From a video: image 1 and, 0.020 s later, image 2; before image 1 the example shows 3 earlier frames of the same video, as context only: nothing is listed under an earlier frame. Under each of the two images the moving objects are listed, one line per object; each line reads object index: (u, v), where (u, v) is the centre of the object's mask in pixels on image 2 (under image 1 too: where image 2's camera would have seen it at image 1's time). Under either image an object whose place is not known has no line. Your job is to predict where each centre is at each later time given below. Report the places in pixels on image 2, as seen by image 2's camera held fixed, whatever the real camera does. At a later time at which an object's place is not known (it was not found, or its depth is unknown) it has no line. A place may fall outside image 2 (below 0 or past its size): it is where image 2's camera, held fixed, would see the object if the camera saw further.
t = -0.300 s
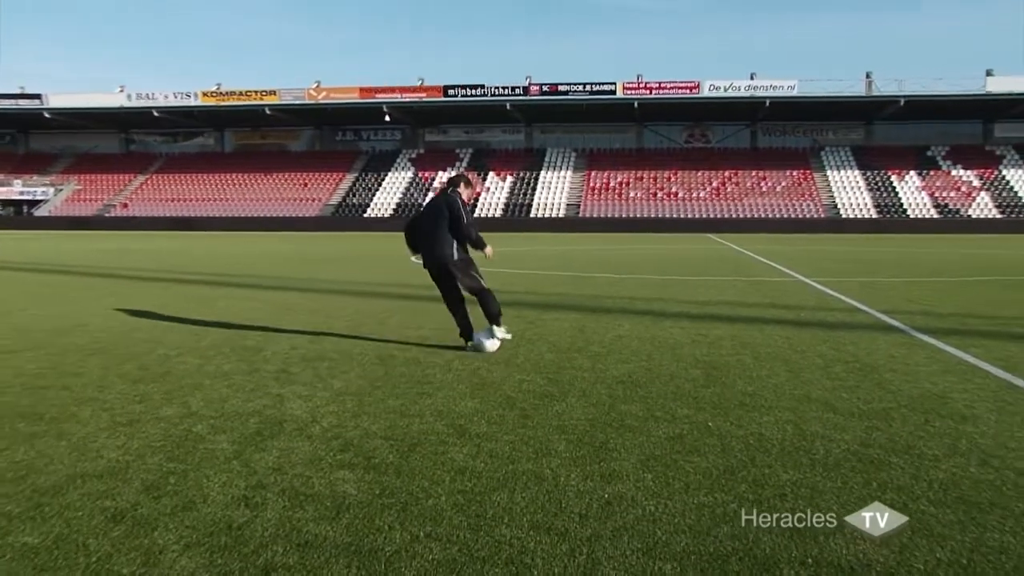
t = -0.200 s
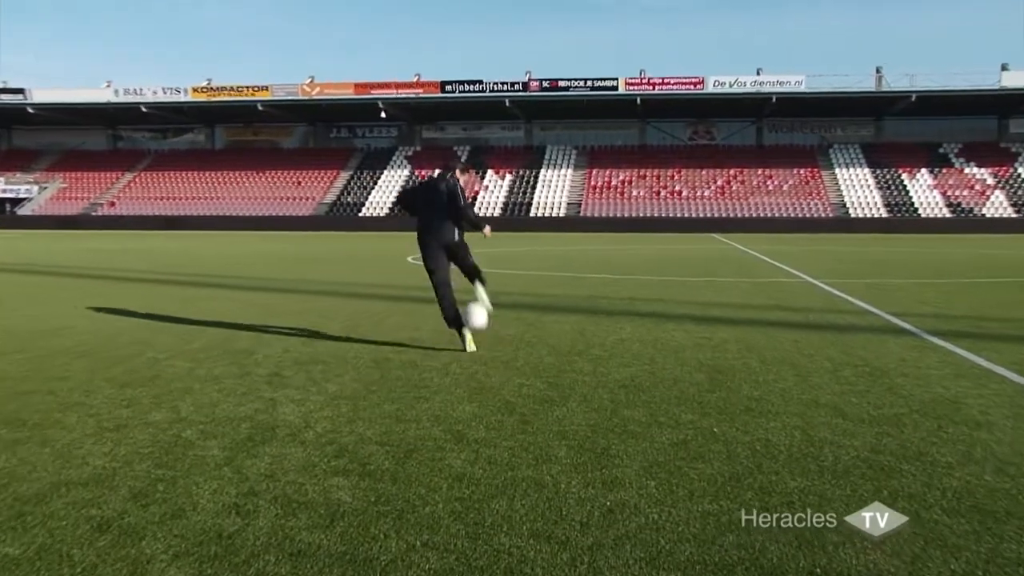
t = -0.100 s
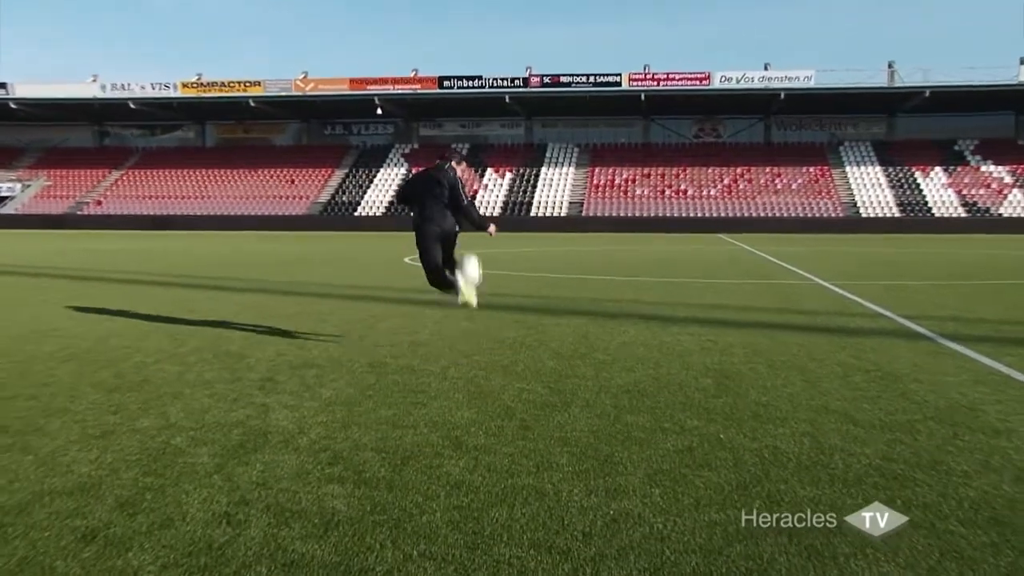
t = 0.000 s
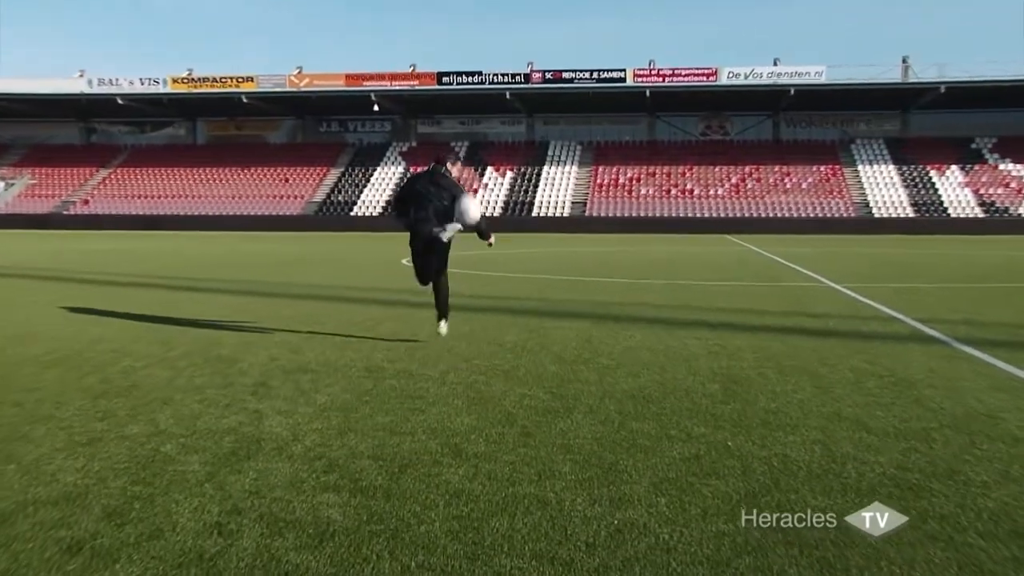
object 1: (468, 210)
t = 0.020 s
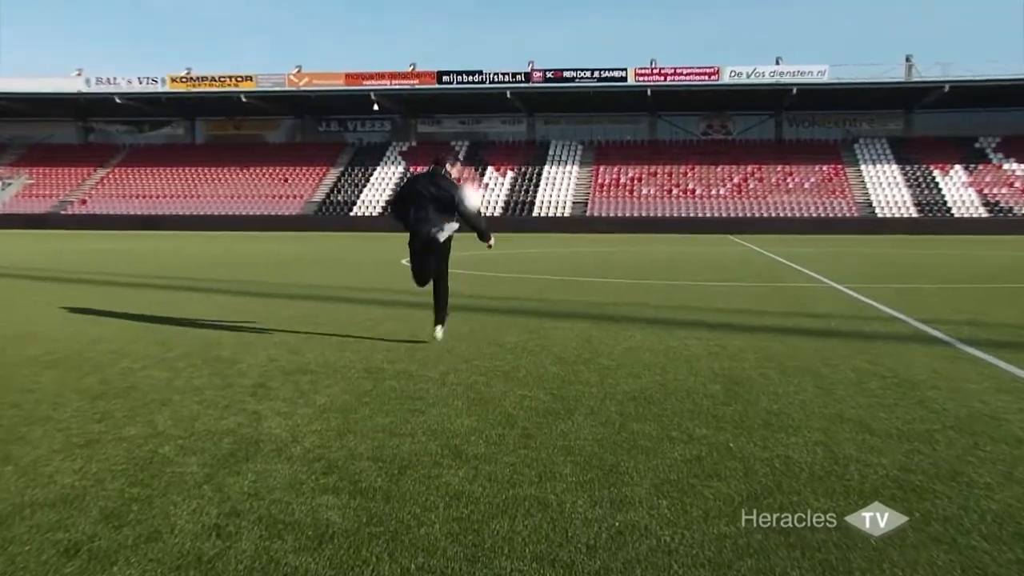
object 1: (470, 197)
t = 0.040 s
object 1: (470, 186)
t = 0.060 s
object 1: (470, 176)
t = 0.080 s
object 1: (470, 166)
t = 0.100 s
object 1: (470, 157)
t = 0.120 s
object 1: (471, 149)
